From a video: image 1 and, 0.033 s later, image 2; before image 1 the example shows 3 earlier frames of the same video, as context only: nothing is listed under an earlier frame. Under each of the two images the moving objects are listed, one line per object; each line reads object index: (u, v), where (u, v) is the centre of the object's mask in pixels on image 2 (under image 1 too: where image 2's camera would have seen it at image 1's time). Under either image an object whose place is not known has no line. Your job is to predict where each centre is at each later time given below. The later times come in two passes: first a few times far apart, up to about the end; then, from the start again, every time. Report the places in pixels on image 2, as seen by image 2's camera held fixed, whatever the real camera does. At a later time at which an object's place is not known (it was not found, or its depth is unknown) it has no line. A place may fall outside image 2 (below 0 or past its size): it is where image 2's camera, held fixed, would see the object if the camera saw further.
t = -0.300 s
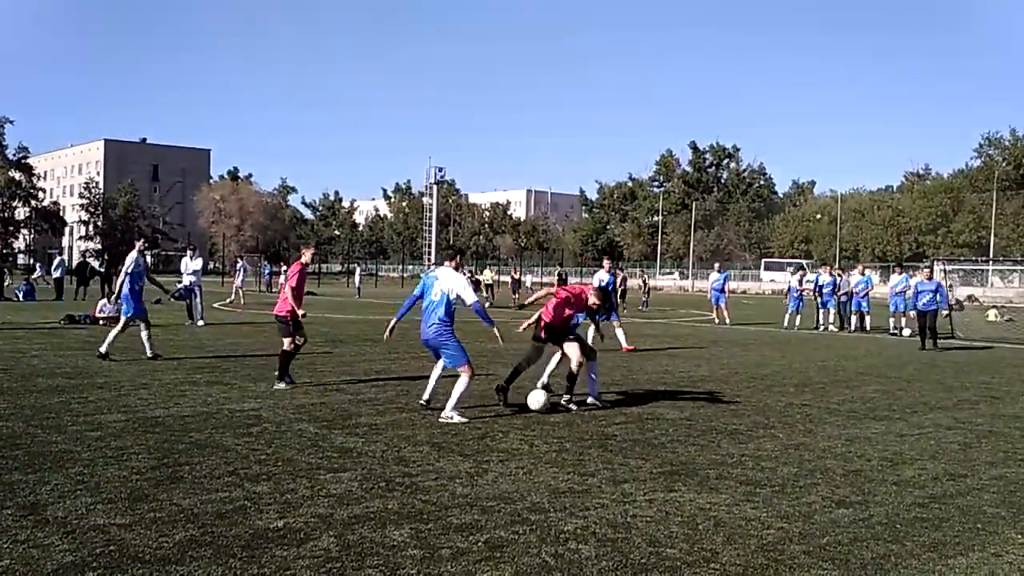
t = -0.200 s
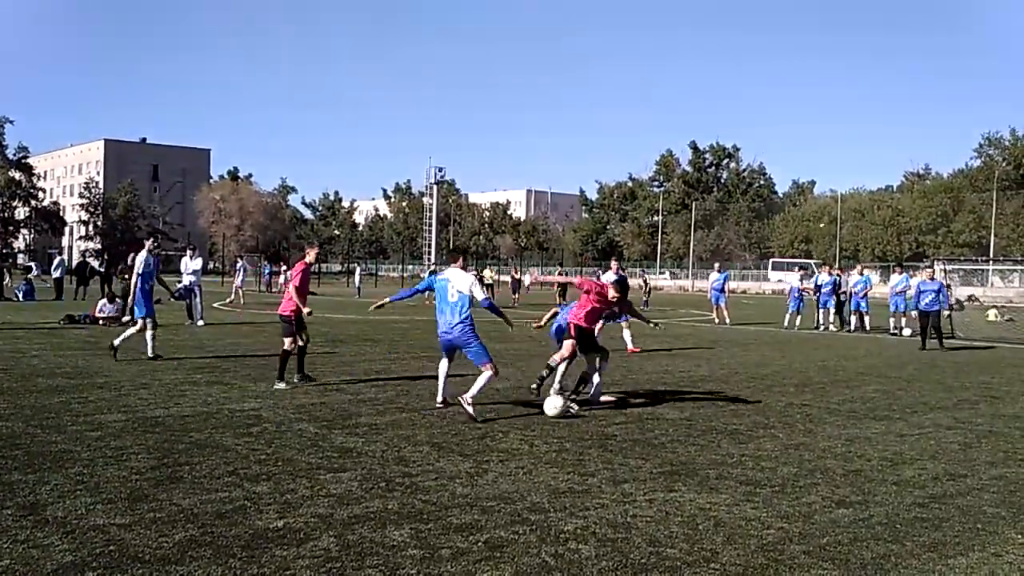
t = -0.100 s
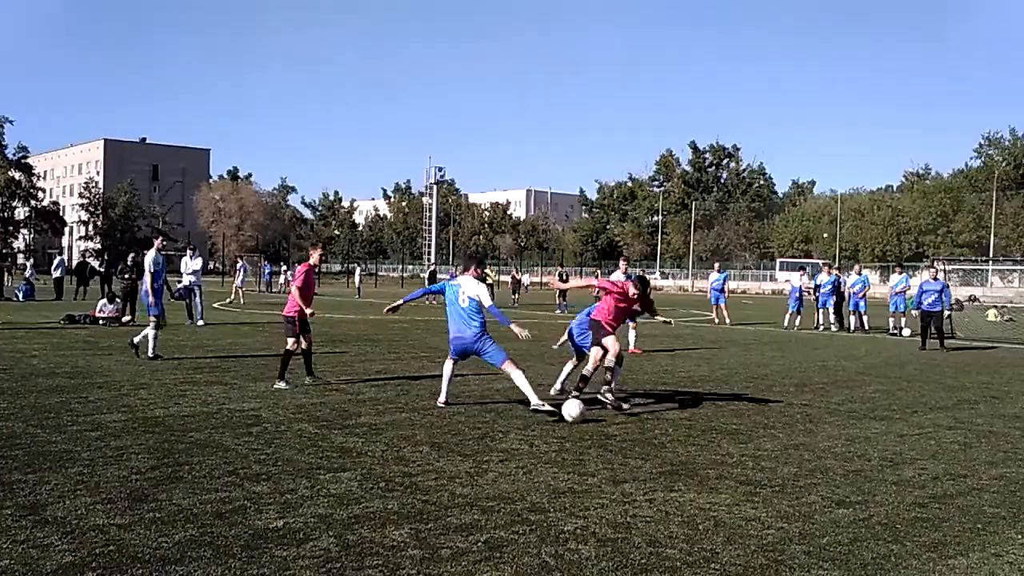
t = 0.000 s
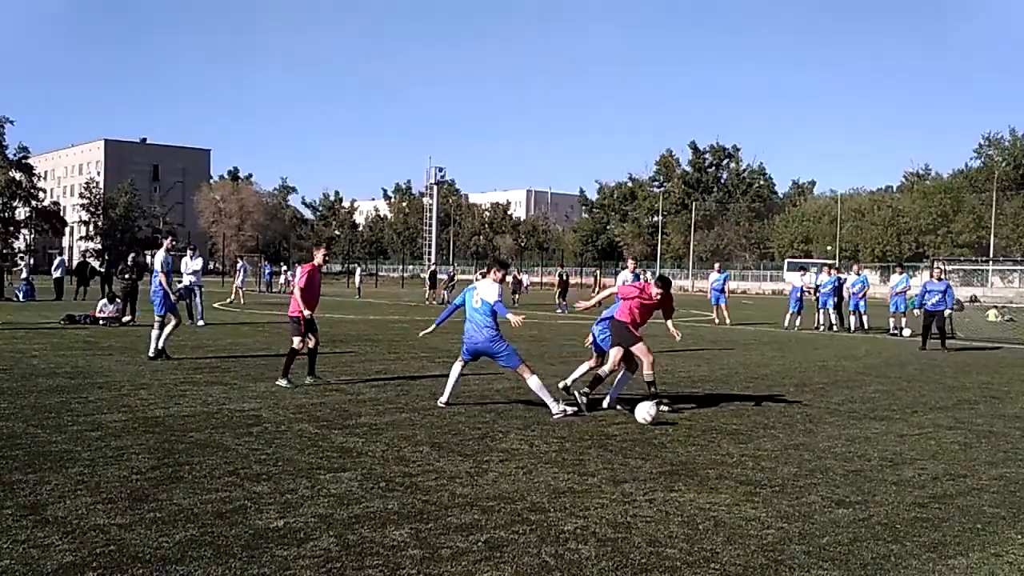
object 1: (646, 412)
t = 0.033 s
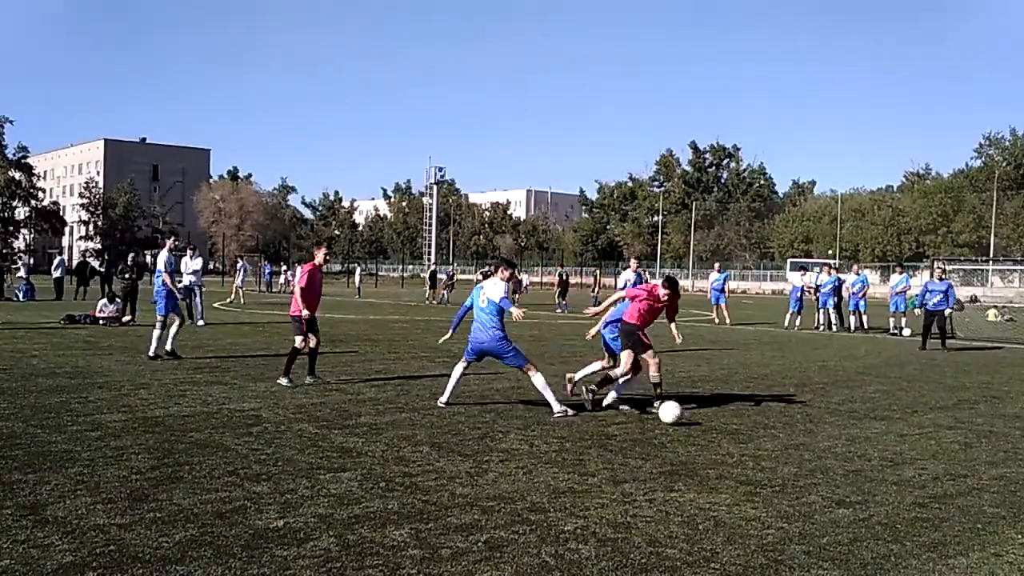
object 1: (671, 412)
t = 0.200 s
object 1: (783, 416)
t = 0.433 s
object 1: (915, 422)
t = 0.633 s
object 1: (1020, 427)
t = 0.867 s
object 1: (1135, 431)
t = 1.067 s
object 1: (1236, 438)
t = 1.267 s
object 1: (1340, 443)
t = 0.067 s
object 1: (694, 413)
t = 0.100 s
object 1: (718, 415)
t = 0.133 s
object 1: (740, 415)
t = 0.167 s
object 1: (761, 415)
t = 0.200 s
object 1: (783, 416)
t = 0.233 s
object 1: (804, 418)
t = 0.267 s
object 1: (824, 418)
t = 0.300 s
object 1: (844, 420)
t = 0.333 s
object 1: (862, 421)
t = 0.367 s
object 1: (881, 422)
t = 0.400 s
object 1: (899, 422)
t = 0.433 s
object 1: (915, 422)
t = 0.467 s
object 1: (933, 423)
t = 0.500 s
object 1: (951, 424)
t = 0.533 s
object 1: (967, 423)
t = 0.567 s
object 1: (991, 425)
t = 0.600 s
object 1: (997, 424)
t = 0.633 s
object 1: (1020, 427)
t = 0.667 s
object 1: (1036, 427)
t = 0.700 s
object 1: (1058, 430)
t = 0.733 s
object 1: (1064, 426)
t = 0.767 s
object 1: (1083, 427)
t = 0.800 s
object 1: (1105, 431)
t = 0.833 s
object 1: (1117, 429)
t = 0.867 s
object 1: (1135, 431)
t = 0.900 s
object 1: (1153, 433)
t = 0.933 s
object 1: (1173, 435)
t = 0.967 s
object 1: (1185, 434)
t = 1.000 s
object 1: (1204, 437)
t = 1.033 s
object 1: (1221, 439)
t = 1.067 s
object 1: (1236, 438)
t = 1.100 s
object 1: (1254, 439)
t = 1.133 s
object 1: (1271, 440)
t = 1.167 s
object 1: (1288, 441)
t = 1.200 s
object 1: (1306, 442)
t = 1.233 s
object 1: (1323, 443)
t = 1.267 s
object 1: (1340, 443)
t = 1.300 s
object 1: (1357, 444)
